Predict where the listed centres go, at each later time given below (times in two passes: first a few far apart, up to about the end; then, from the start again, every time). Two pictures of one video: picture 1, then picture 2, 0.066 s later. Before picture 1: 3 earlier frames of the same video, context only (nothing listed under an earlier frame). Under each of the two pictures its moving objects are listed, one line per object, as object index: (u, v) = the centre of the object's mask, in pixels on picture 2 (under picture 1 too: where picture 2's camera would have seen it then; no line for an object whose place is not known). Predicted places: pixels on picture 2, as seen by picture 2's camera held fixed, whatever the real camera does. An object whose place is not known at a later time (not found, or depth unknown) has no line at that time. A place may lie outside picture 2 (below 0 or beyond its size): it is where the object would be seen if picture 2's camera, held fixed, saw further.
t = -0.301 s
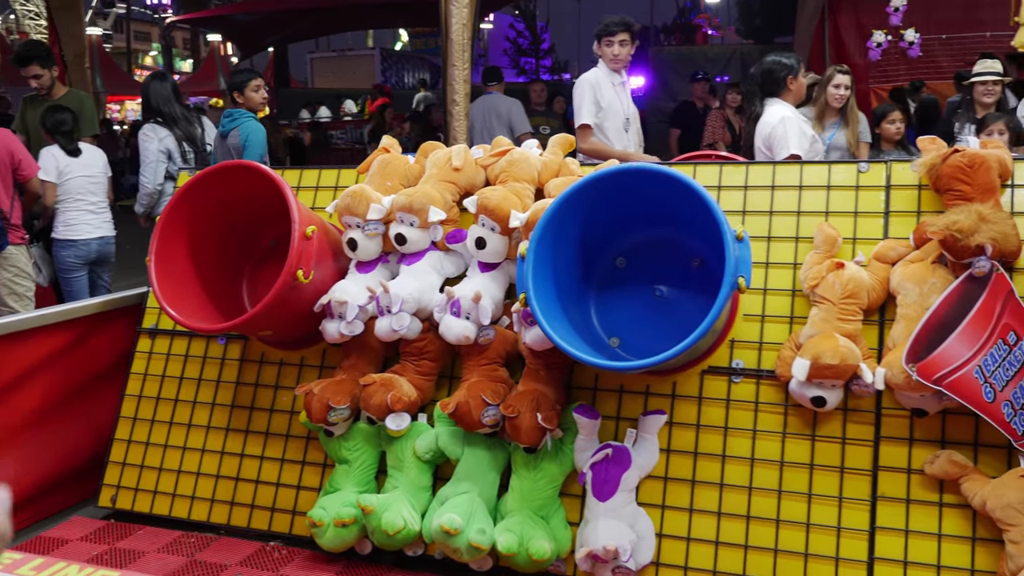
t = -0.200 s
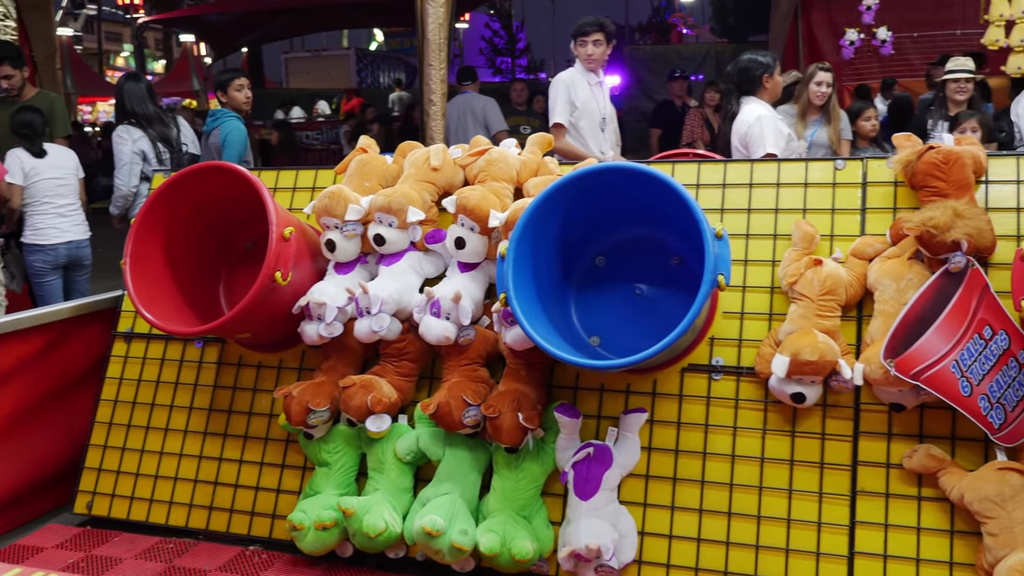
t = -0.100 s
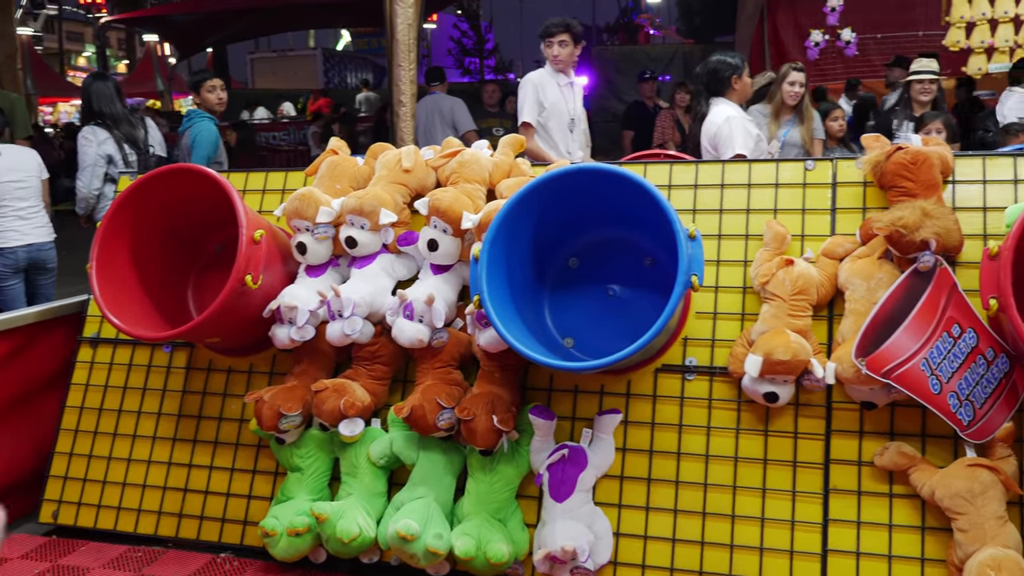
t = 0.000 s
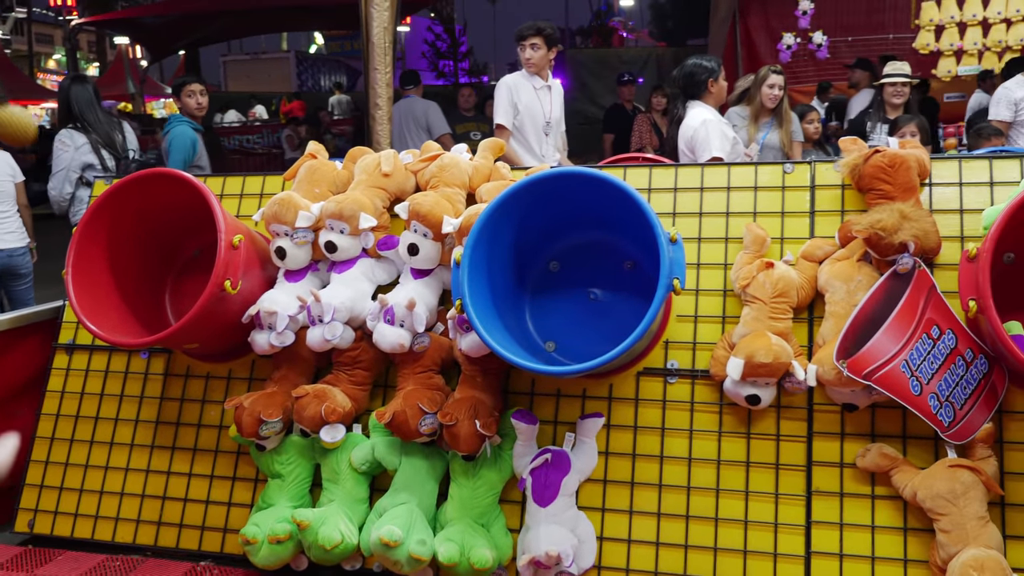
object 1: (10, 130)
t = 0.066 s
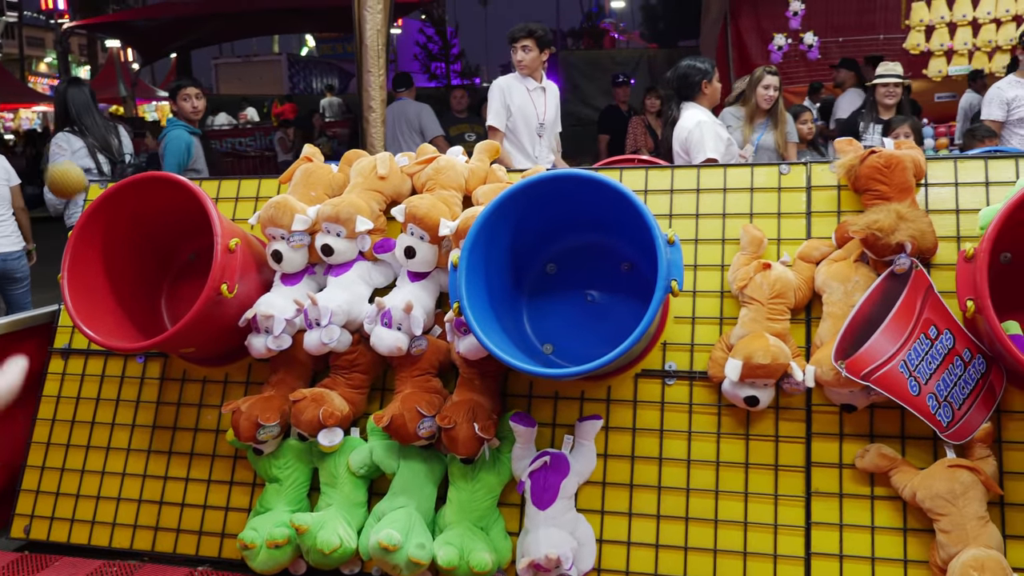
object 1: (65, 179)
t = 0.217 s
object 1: (169, 320)
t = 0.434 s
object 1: (137, 265)
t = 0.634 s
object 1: (47, 306)
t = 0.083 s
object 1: (79, 194)
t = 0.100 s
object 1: (91, 208)
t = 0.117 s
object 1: (104, 223)
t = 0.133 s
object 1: (117, 239)
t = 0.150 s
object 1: (129, 255)
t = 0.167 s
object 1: (140, 272)
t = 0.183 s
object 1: (152, 290)
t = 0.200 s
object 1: (163, 308)
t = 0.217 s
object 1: (169, 320)
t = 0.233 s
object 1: (174, 325)
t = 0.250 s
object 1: (179, 319)
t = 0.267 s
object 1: (185, 315)
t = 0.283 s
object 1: (188, 311)
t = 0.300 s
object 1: (189, 306)
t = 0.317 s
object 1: (185, 301)
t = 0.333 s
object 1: (182, 295)
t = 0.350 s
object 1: (174, 287)
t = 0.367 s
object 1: (166, 281)
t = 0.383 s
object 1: (158, 276)
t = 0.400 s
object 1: (151, 272)
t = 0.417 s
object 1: (144, 268)
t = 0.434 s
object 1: (137, 265)
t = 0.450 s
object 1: (130, 263)
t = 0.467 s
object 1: (123, 261)
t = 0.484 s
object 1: (115, 261)
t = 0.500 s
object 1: (108, 262)
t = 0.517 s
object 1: (100, 264)
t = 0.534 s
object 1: (92, 266)
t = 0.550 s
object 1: (84, 270)
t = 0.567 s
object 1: (76, 274)
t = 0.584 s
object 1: (69, 280)
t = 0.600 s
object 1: (62, 287)
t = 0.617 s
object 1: (54, 295)
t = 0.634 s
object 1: (47, 306)
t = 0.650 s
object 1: (39, 317)
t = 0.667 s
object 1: (32, 329)
